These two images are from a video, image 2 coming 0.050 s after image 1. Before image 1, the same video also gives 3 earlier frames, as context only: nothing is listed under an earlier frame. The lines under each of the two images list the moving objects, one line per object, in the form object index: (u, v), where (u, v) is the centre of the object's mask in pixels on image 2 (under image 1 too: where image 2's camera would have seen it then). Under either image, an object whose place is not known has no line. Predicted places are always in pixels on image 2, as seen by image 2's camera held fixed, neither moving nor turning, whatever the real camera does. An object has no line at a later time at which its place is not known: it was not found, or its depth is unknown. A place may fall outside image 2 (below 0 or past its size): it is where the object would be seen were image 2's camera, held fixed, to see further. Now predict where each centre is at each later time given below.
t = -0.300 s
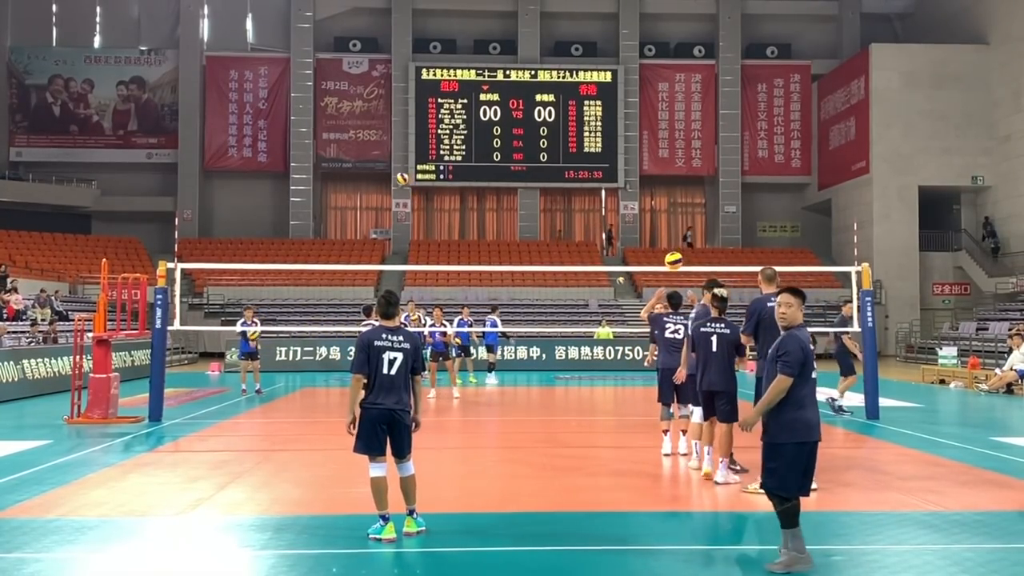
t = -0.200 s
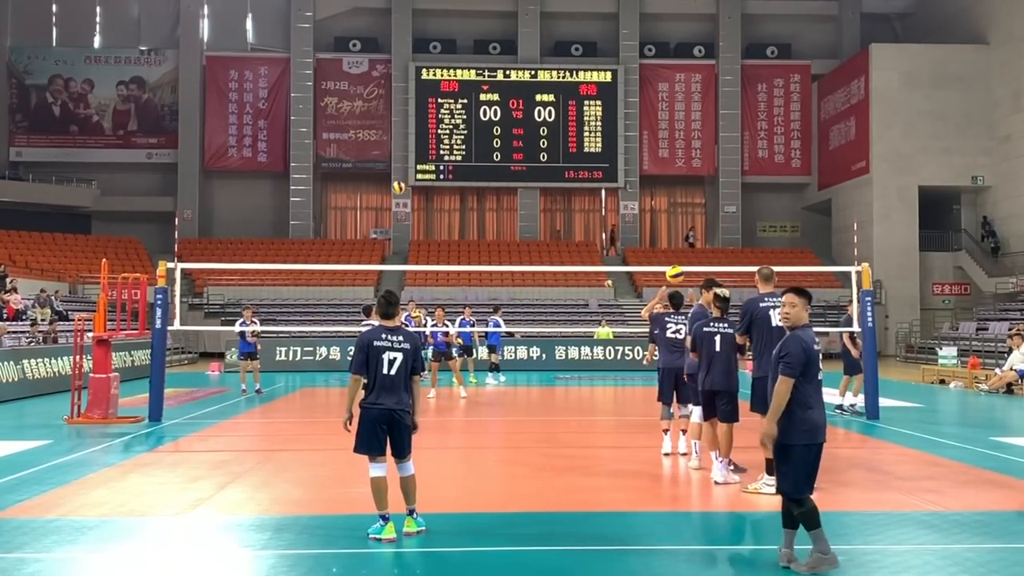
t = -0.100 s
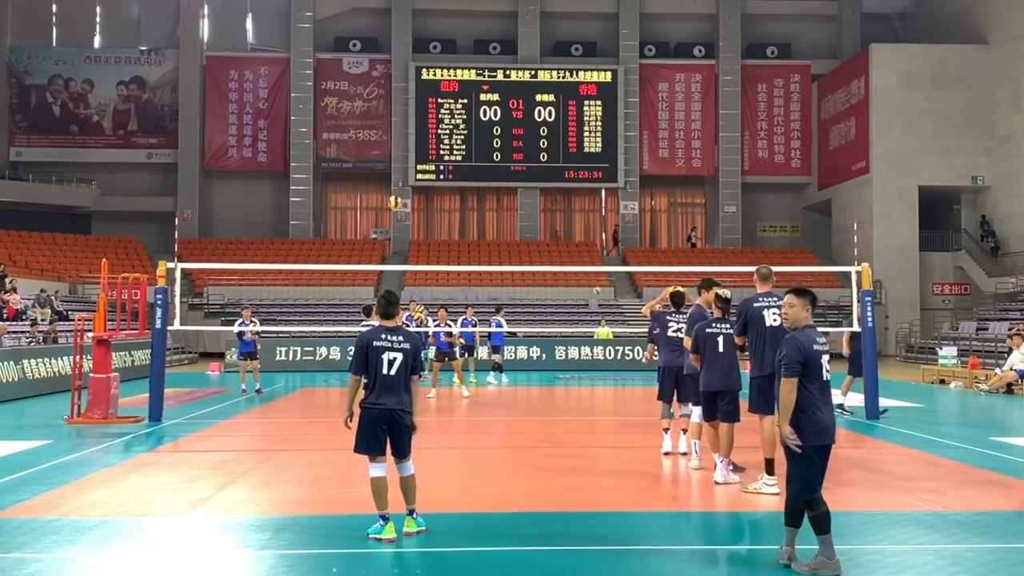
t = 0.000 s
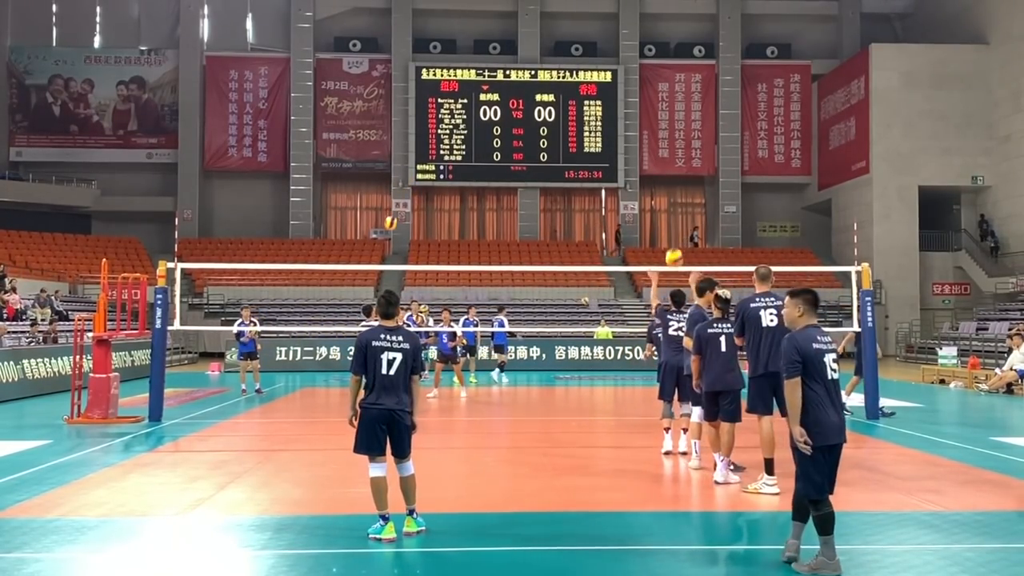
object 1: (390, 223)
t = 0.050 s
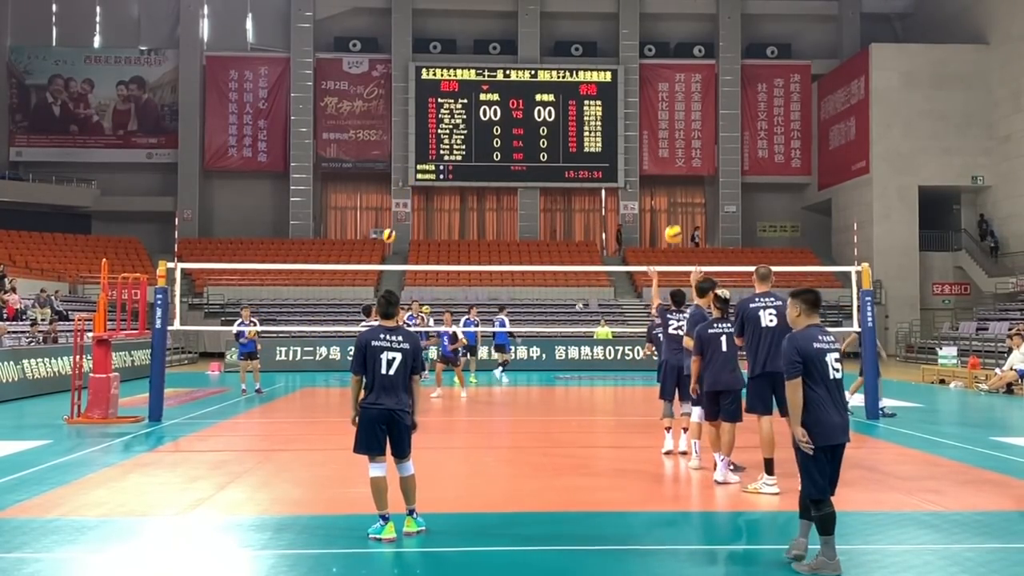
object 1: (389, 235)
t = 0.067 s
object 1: (388, 240)
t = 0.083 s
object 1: (387, 244)
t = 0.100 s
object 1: (386, 250)
